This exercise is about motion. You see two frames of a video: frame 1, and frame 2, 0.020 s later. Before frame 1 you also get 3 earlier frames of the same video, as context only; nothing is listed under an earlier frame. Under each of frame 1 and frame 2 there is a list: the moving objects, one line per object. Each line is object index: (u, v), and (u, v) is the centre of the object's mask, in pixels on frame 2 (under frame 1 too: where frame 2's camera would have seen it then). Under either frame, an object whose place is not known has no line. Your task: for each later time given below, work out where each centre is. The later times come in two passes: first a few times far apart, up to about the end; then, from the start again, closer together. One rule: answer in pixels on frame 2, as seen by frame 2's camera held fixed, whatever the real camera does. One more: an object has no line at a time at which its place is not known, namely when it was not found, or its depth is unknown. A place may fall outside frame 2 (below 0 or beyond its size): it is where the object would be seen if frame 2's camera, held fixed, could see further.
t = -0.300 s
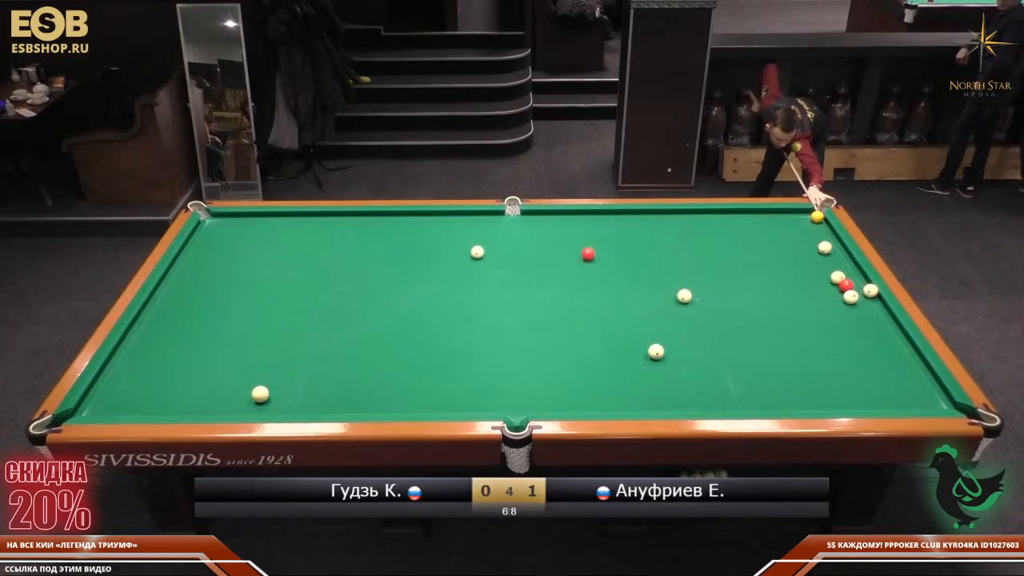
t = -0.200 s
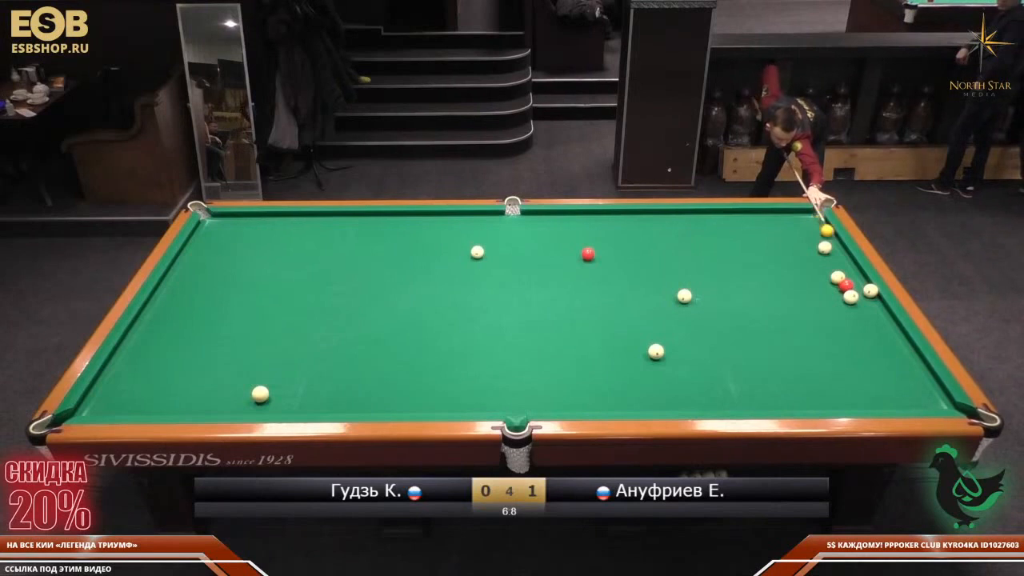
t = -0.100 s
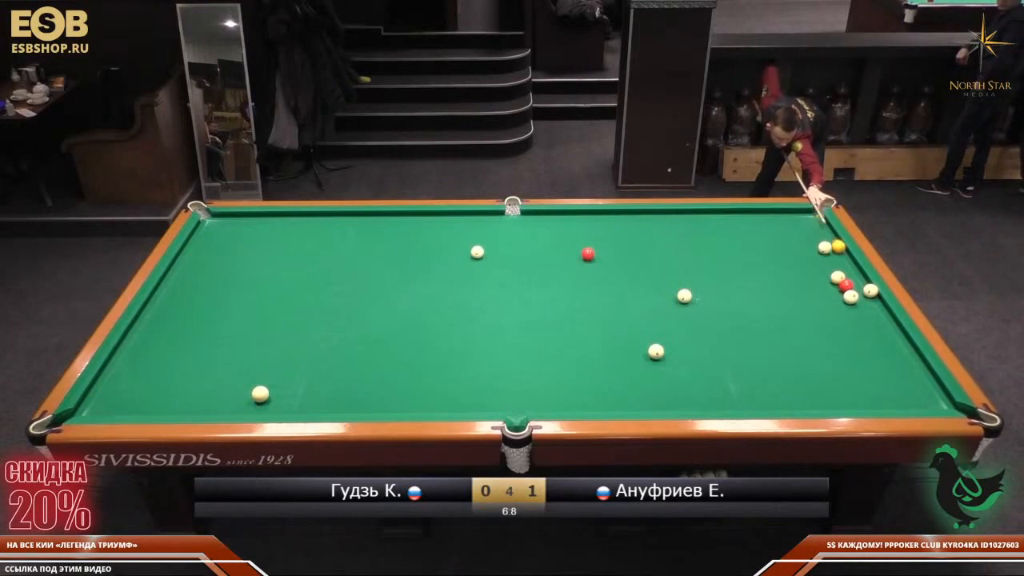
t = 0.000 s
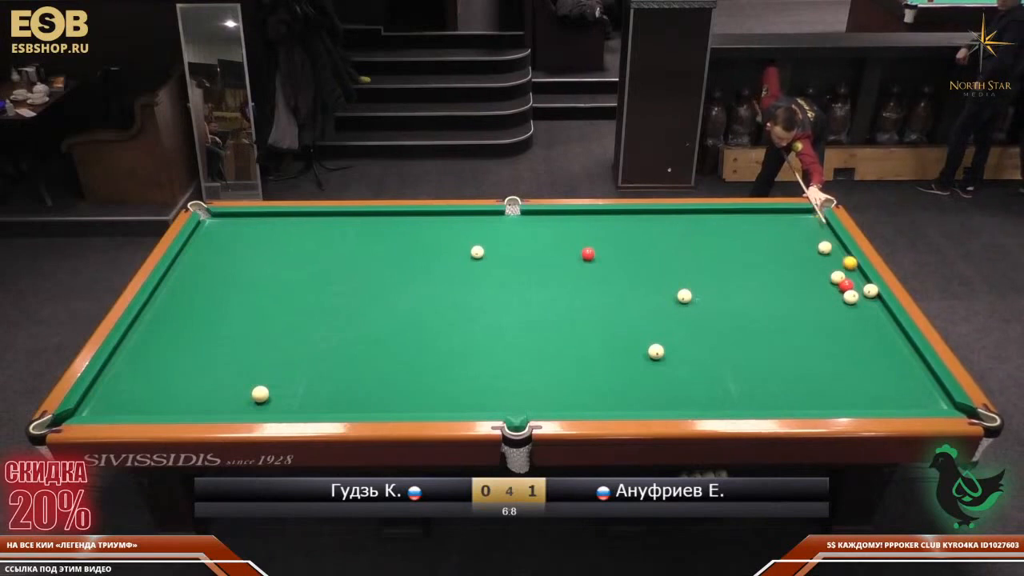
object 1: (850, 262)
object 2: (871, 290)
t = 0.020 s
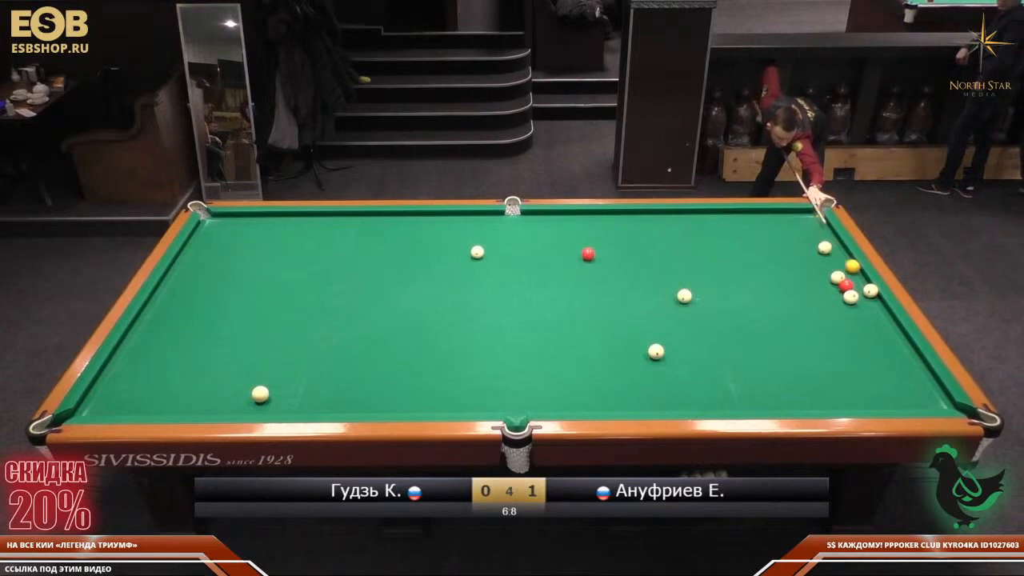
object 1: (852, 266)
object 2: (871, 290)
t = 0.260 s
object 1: (867, 286)
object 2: (887, 314)
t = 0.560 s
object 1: (877, 300)
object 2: (917, 358)
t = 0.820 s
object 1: (885, 313)
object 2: (946, 400)
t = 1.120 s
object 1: (895, 327)
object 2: (931, 396)
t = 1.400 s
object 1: (904, 339)
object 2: (912, 386)
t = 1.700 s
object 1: (913, 353)
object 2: (894, 375)
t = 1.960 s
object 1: (921, 364)
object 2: (881, 367)
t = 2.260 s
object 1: (929, 377)
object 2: (866, 359)
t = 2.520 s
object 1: (936, 387)
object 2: (855, 353)
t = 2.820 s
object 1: (944, 398)
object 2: (844, 346)
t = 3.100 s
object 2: (835, 341)
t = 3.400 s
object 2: (827, 336)
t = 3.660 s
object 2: (821, 332)
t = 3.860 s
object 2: (817, 330)
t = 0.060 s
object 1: (857, 273)
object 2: (870, 290)
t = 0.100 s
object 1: (862, 279)
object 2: (871, 290)
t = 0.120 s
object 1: (864, 282)
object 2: (871, 291)
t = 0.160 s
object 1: (865, 284)
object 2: (876, 298)
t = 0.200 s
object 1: (865, 284)
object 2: (880, 305)
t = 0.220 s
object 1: (866, 285)
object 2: (883, 308)
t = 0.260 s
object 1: (867, 286)
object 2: (887, 314)
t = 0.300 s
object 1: (868, 288)
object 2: (891, 320)
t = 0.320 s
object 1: (869, 289)
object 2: (893, 323)
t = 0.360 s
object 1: (871, 291)
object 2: (897, 329)
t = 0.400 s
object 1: (872, 293)
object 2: (900, 335)
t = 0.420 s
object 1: (872, 294)
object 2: (902, 338)
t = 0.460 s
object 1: (873, 296)
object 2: (906, 344)
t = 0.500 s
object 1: (875, 298)
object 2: (911, 349)
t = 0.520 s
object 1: (875, 299)
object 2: (912, 352)
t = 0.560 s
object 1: (877, 300)
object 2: (917, 358)
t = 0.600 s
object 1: (878, 302)
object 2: (921, 364)
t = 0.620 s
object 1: (878, 303)
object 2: (923, 367)
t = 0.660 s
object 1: (880, 305)
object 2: (928, 374)
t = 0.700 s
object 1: (881, 307)
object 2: (933, 381)
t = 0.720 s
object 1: (882, 308)
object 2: (935, 384)
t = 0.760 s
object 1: (883, 310)
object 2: (939, 390)
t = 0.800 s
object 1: (885, 312)
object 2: (944, 397)
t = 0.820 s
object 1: (885, 313)
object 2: (946, 400)
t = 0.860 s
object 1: (887, 314)
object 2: (950, 404)
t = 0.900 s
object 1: (888, 316)
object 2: (949, 404)
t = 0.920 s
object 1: (888, 317)
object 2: (947, 403)
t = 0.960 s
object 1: (889, 319)
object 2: (943, 401)
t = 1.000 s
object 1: (891, 321)
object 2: (940, 400)
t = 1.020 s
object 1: (891, 322)
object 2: (938, 400)
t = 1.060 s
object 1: (893, 324)
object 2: (936, 398)
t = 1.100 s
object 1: (894, 326)
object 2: (933, 397)
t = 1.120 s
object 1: (895, 327)
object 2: (931, 396)
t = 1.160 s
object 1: (896, 329)
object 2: (928, 395)
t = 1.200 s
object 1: (897, 331)
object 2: (925, 393)
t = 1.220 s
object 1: (898, 331)
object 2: (924, 392)
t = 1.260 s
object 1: (899, 333)
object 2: (922, 391)
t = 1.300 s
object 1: (900, 335)
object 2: (919, 389)
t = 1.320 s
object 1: (901, 336)
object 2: (918, 388)
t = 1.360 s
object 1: (902, 338)
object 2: (915, 387)
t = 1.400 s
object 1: (904, 339)
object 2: (912, 386)
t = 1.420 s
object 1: (904, 340)
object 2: (911, 385)
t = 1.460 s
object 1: (905, 342)
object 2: (909, 384)
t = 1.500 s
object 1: (907, 344)
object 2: (906, 382)
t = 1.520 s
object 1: (907, 345)
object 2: (905, 381)
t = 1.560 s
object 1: (909, 347)
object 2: (903, 380)
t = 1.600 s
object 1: (910, 348)
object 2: (900, 379)
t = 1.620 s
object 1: (910, 349)
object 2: (899, 378)
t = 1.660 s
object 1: (912, 351)
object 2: (897, 377)
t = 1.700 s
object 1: (913, 353)
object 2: (894, 375)
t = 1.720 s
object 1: (914, 353)
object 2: (893, 375)
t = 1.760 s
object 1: (915, 355)
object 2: (891, 373)
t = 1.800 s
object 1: (916, 357)
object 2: (889, 372)
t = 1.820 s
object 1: (917, 358)
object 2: (888, 371)
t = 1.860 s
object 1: (918, 359)
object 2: (886, 370)
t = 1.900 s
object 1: (919, 362)
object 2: (884, 369)
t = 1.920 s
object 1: (919, 362)
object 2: (883, 368)
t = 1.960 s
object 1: (921, 364)
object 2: (881, 367)
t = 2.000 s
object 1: (922, 366)
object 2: (879, 366)
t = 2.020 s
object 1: (923, 367)
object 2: (878, 366)
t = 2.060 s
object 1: (924, 368)
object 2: (876, 364)
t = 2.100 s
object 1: (925, 370)
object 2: (874, 363)
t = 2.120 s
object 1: (925, 371)
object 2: (873, 363)
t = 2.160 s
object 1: (927, 373)
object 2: (871, 362)
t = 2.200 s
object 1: (928, 374)
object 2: (869, 361)
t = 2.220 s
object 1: (928, 375)
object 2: (868, 360)
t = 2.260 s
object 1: (929, 377)
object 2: (866, 359)
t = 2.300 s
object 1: (930, 378)
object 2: (865, 358)
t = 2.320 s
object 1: (931, 379)
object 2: (864, 357)
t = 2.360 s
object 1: (932, 381)
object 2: (862, 356)
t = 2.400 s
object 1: (933, 382)
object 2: (861, 355)
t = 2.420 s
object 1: (934, 383)
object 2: (860, 355)
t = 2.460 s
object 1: (935, 385)
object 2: (858, 354)
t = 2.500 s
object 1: (936, 386)
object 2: (856, 353)
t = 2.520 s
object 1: (936, 387)
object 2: (855, 353)
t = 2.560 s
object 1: (937, 389)
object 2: (854, 352)
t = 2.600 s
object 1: (938, 390)
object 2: (853, 351)
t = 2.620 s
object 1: (939, 391)
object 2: (852, 350)
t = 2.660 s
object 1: (940, 393)
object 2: (850, 350)
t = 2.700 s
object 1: (941, 394)
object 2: (849, 349)
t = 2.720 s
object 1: (942, 395)
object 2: (848, 348)
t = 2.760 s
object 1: (943, 396)
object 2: (847, 347)
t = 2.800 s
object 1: (944, 398)
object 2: (845, 346)
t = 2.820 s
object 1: (944, 398)
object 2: (844, 346)
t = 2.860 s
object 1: (946, 400)
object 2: (843, 345)
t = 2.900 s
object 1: (947, 401)
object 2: (842, 345)
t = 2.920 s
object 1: (947, 402)
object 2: (841, 344)
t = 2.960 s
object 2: (840, 344)
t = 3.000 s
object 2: (838, 343)
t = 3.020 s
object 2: (838, 342)
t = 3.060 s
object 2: (836, 341)
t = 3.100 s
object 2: (835, 341)
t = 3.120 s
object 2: (835, 341)
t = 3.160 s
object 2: (834, 340)
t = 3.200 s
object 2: (833, 339)
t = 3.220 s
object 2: (832, 339)
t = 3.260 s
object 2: (831, 338)
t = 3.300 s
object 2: (830, 338)
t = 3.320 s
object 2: (829, 337)
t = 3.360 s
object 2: (828, 337)
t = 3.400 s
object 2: (827, 336)
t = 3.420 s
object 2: (827, 336)
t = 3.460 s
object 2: (826, 335)
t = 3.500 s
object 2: (825, 335)
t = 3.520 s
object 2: (825, 334)
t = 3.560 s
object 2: (823, 334)
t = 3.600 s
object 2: (823, 333)
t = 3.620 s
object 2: (822, 333)
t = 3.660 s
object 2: (821, 332)
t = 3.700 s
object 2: (820, 332)
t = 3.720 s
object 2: (820, 332)
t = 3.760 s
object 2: (819, 331)
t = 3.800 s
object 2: (819, 331)
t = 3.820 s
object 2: (818, 330)
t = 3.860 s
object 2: (817, 330)
